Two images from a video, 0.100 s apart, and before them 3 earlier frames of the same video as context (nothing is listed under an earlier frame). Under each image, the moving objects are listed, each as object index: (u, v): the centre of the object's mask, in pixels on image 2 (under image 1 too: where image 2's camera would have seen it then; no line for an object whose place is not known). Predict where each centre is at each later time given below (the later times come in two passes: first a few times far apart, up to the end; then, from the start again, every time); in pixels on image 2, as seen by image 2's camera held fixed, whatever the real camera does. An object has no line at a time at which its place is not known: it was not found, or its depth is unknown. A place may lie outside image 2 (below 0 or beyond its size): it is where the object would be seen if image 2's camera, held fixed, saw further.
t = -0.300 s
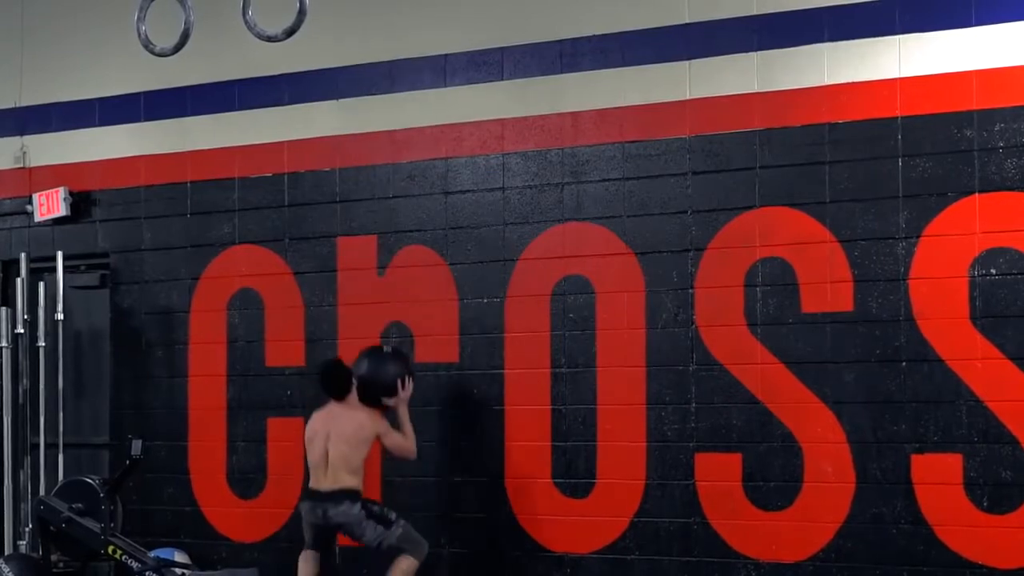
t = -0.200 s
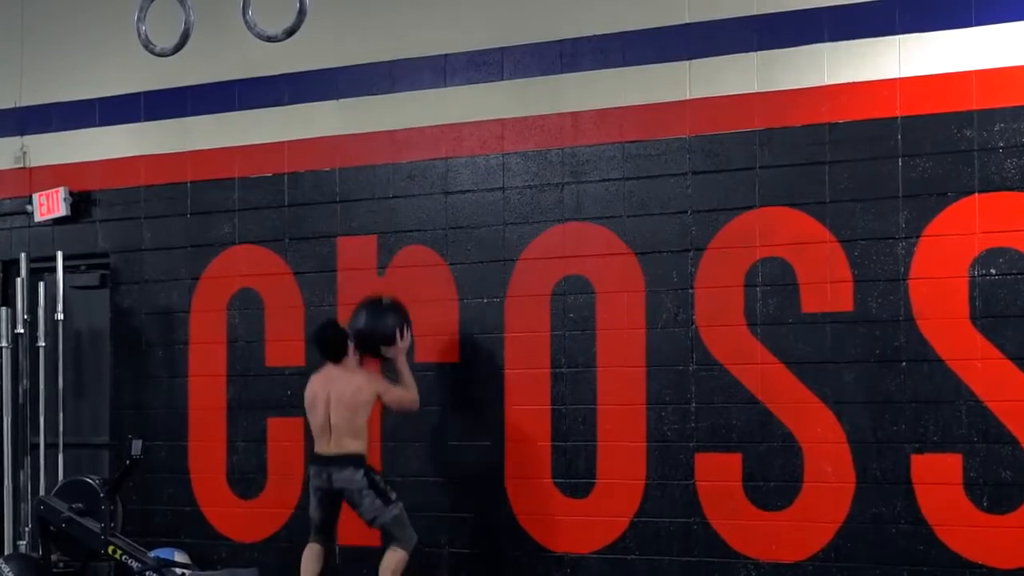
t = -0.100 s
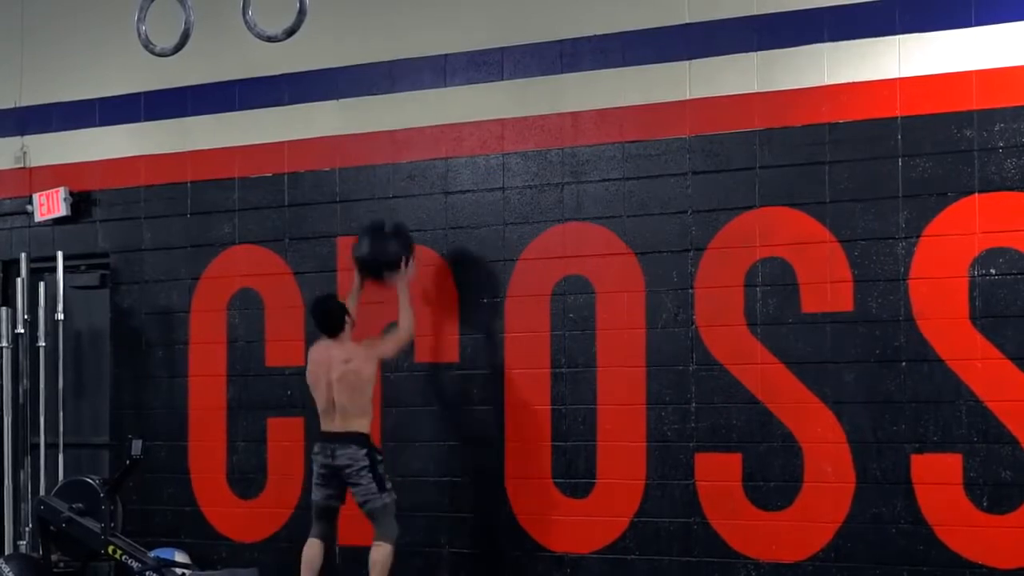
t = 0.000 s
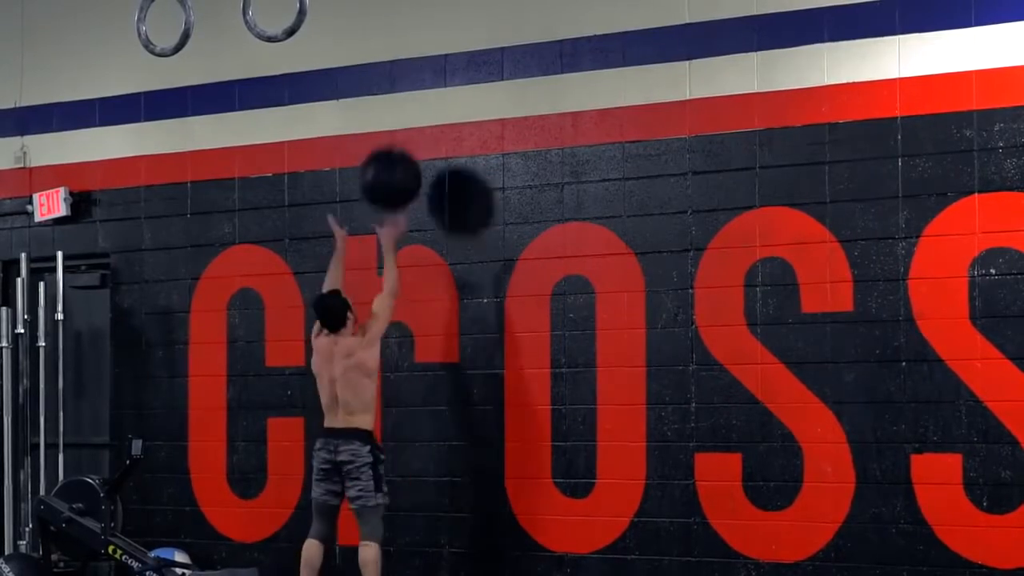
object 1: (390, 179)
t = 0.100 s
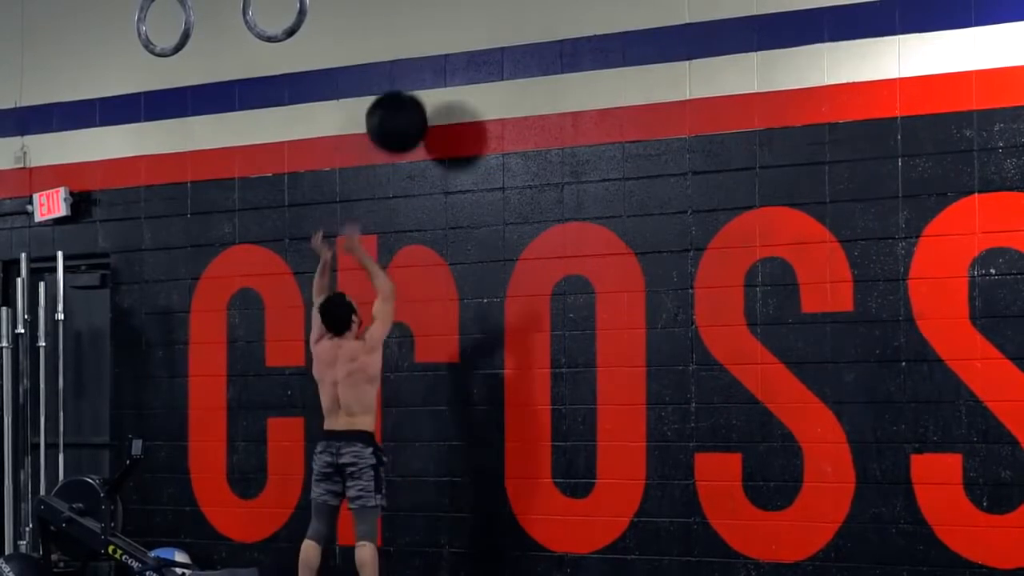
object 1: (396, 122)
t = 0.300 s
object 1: (411, 60)
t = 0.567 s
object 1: (402, 79)
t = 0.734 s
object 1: (396, 153)
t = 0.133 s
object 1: (399, 107)
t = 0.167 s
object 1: (401, 94)
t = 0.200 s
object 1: (403, 82)
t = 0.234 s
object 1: (405, 72)
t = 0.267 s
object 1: (408, 65)
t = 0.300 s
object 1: (411, 60)
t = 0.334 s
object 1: (411, 56)
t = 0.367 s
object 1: (410, 54)
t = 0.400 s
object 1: (409, 53)
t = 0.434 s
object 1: (408, 55)
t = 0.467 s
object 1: (406, 57)
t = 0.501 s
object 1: (404, 63)
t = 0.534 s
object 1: (404, 70)
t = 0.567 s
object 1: (402, 79)
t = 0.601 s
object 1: (401, 89)
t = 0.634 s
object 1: (399, 102)
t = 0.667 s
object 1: (398, 117)
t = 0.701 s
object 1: (396, 134)
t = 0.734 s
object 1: (396, 153)
